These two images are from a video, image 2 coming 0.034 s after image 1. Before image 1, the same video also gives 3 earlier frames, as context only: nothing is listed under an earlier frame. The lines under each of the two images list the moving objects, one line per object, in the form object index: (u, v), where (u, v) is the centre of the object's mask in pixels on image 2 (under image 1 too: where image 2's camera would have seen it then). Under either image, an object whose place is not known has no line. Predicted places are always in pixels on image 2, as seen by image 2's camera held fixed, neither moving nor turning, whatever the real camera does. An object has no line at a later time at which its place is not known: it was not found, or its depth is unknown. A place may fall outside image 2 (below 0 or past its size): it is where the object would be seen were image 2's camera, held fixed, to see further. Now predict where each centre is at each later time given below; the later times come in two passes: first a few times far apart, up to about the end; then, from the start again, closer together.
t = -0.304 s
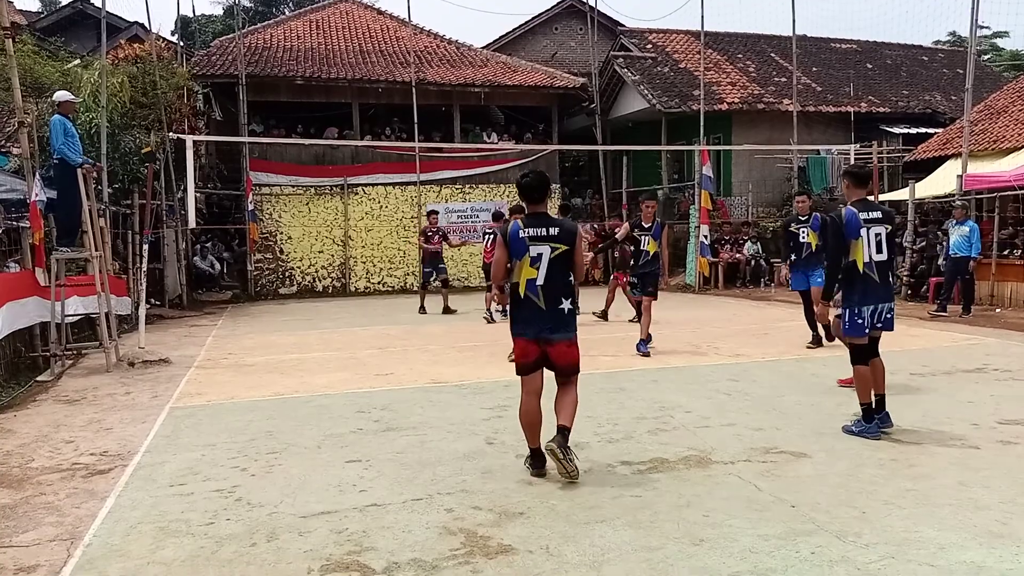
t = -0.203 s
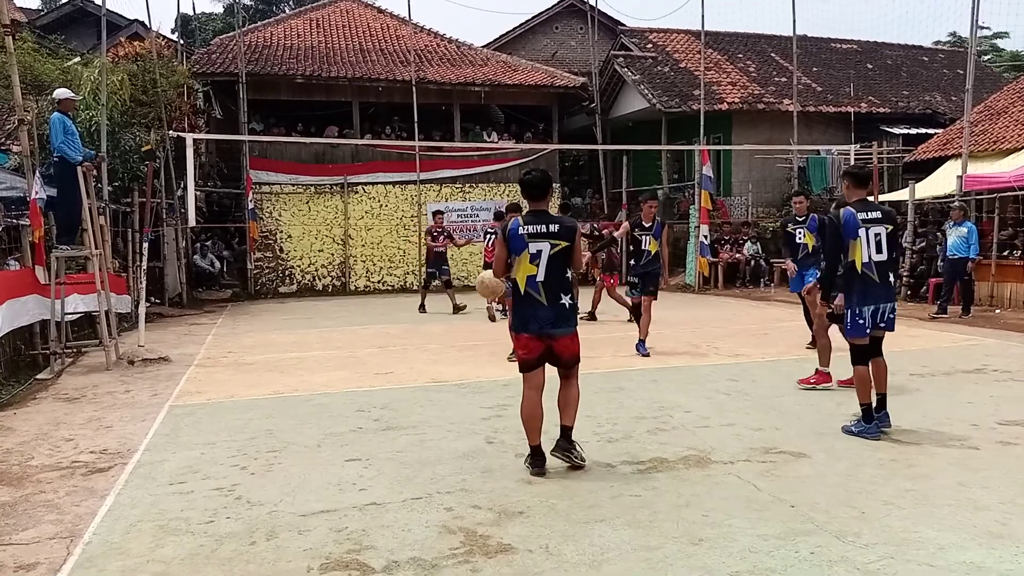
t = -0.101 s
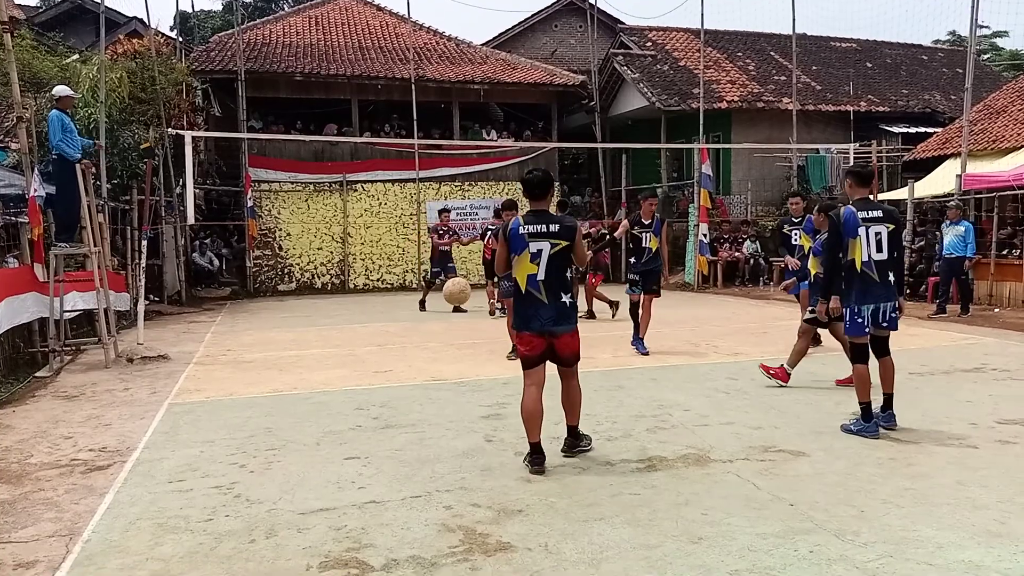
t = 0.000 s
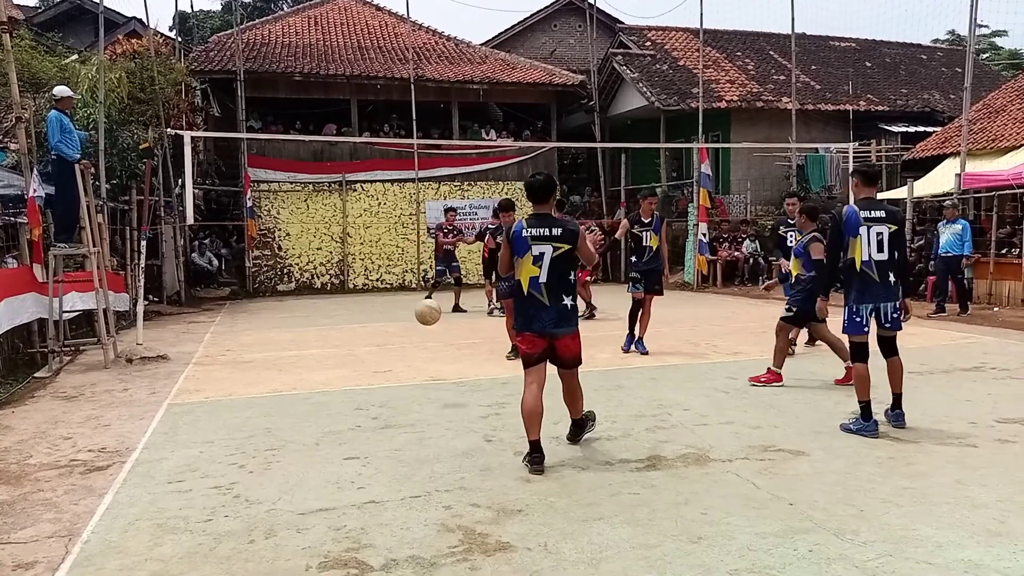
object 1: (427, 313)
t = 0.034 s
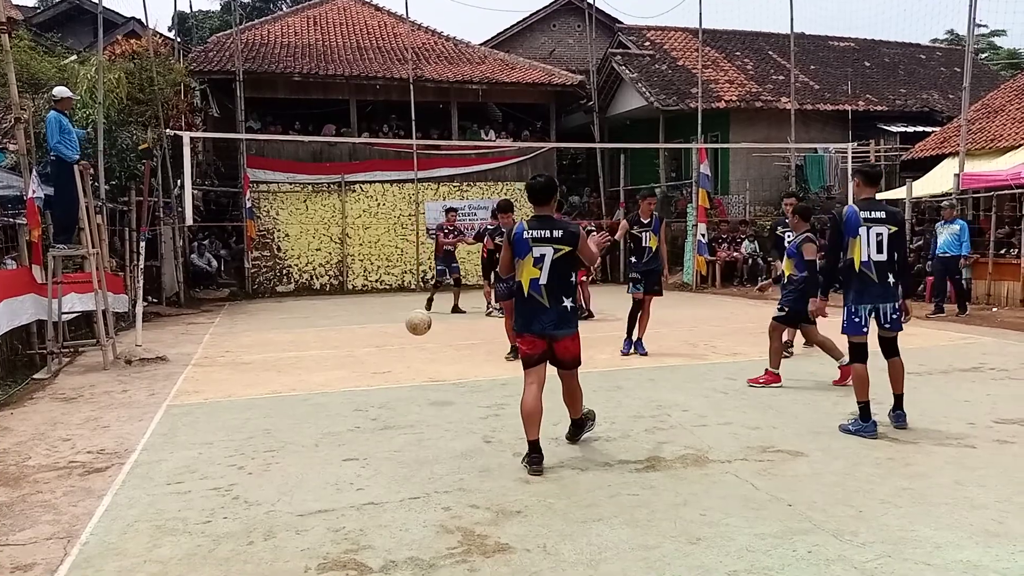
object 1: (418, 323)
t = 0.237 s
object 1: (376, 364)
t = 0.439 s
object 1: (345, 310)
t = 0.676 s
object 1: (315, 306)
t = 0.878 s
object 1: (295, 343)
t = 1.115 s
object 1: (275, 307)
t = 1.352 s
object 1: (258, 302)
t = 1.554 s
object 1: (247, 335)
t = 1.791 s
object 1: (232, 303)
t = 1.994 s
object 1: (221, 307)
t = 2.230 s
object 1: (210, 311)
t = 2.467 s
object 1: (200, 304)
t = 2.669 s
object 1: (193, 313)
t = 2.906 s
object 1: (183, 307)
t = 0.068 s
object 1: (410, 333)
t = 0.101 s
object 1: (402, 344)
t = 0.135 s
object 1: (395, 356)
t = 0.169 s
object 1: (388, 370)
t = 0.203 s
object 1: (382, 378)
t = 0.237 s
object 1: (376, 364)
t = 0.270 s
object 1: (370, 351)
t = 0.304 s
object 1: (365, 341)
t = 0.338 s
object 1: (360, 331)
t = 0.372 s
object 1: (355, 323)
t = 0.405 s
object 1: (349, 316)
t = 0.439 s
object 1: (345, 310)
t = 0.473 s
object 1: (340, 306)
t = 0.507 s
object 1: (336, 303)
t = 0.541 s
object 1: (331, 301)
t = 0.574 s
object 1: (327, 301)
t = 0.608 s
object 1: (323, 301)
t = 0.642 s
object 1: (319, 303)
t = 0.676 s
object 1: (315, 306)
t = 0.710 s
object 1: (311, 310)
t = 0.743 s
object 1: (308, 314)
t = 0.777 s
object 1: (305, 320)
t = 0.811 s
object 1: (301, 327)
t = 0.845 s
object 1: (298, 335)
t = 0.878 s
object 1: (295, 343)
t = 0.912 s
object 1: (292, 350)
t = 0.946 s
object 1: (289, 340)
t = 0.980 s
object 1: (286, 331)
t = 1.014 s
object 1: (283, 323)
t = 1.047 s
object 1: (280, 316)
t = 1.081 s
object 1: (278, 311)
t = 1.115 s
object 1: (275, 307)
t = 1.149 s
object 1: (272, 303)
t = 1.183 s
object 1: (269, 300)
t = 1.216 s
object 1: (267, 299)
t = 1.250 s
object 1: (265, 298)
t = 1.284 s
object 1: (263, 299)
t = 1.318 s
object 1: (260, 300)
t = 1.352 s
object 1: (258, 302)
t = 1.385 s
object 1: (256, 305)
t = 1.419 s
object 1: (254, 309)
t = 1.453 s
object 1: (253, 314)
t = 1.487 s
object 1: (251, 320)
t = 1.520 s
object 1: (249, 327)
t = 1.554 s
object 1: (247, 335)
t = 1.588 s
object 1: (245, 329)
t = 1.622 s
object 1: (242, 322)
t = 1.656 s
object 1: (240, 316)
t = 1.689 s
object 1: (238, 311)
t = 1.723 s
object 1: (236, 307)
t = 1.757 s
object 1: (233, 305)
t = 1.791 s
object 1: (232, 303)
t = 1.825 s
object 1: (230, 301)
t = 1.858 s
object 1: (228, 301)
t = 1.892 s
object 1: (226, 301)
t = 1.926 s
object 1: (224, 302)
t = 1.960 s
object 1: (223, 303)
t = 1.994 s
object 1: (221, 307)
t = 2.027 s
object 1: (220, 311)
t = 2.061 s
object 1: (219, 315)
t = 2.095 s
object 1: (217, 320)
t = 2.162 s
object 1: (214, 319)
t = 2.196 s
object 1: (212, 315)
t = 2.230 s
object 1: (210, 311)
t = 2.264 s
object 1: (209, 308)
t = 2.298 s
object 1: (207, 305)
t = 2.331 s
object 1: (205, 304)
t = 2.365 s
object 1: (204, 303)
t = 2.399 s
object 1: (203, 303)
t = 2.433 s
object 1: (202, 303)
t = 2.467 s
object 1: (200, 304)
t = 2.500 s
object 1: (199, 305)
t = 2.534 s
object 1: (198, 307)
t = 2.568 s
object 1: (197, 311)
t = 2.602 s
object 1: (196, 315)
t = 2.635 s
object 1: (194, 317)
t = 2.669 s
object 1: (193, 313)
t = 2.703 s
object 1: (191, 311)
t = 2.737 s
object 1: (189, 308)
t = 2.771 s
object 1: (189, 307)
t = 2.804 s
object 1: (187, 306)
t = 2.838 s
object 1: (185, 306)
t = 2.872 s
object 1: (184, 306)
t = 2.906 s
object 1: (183, 307)
